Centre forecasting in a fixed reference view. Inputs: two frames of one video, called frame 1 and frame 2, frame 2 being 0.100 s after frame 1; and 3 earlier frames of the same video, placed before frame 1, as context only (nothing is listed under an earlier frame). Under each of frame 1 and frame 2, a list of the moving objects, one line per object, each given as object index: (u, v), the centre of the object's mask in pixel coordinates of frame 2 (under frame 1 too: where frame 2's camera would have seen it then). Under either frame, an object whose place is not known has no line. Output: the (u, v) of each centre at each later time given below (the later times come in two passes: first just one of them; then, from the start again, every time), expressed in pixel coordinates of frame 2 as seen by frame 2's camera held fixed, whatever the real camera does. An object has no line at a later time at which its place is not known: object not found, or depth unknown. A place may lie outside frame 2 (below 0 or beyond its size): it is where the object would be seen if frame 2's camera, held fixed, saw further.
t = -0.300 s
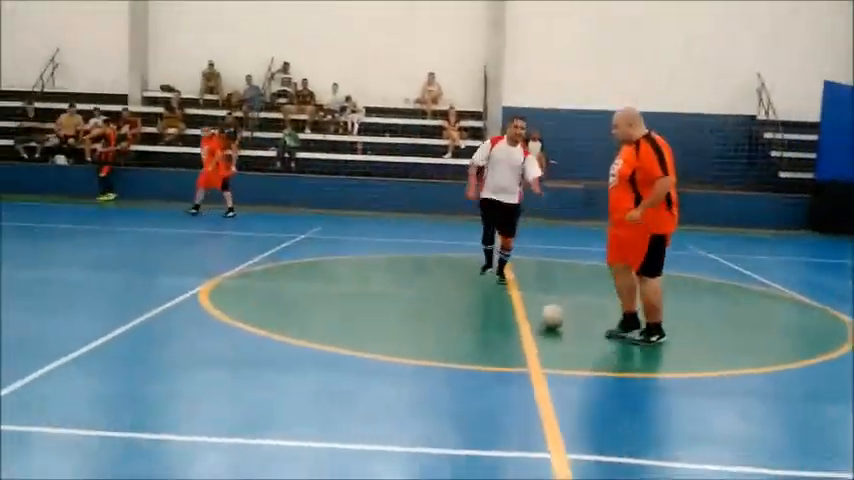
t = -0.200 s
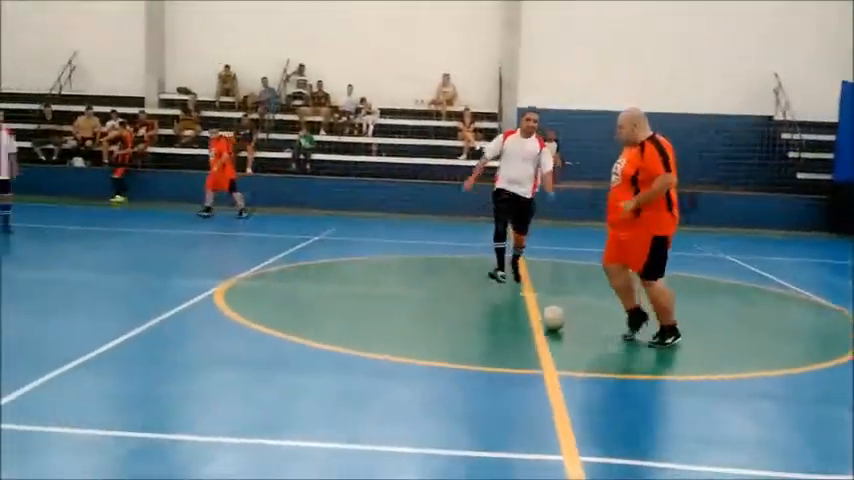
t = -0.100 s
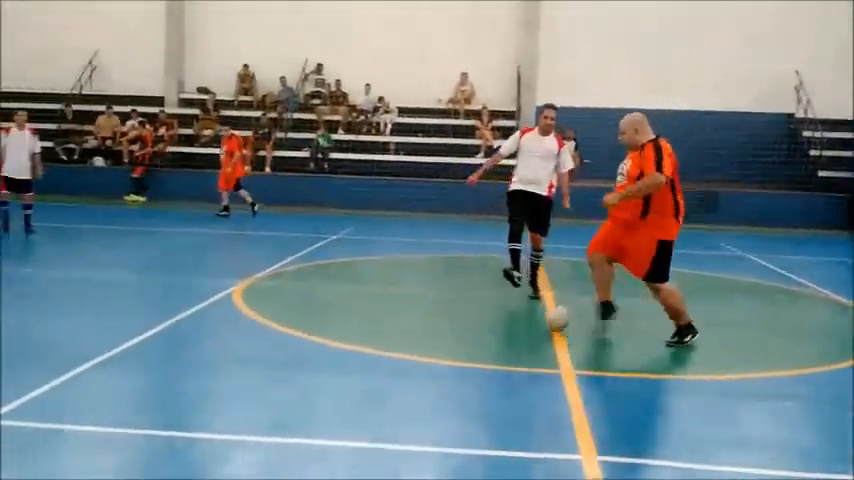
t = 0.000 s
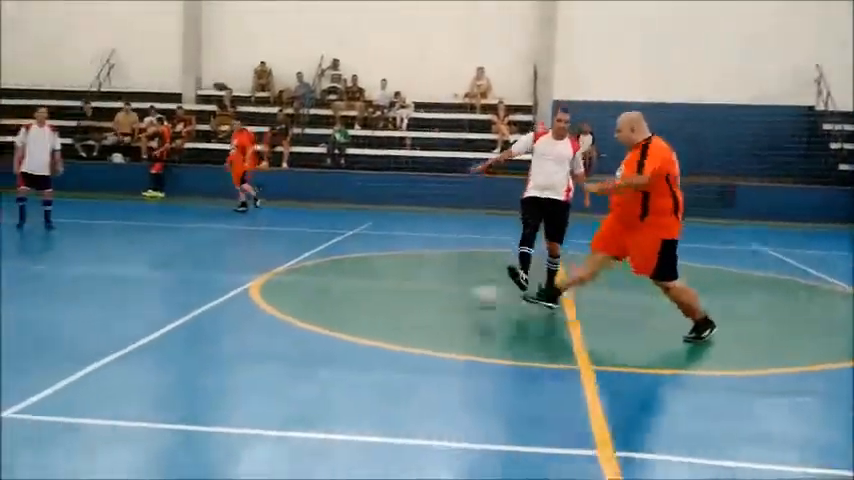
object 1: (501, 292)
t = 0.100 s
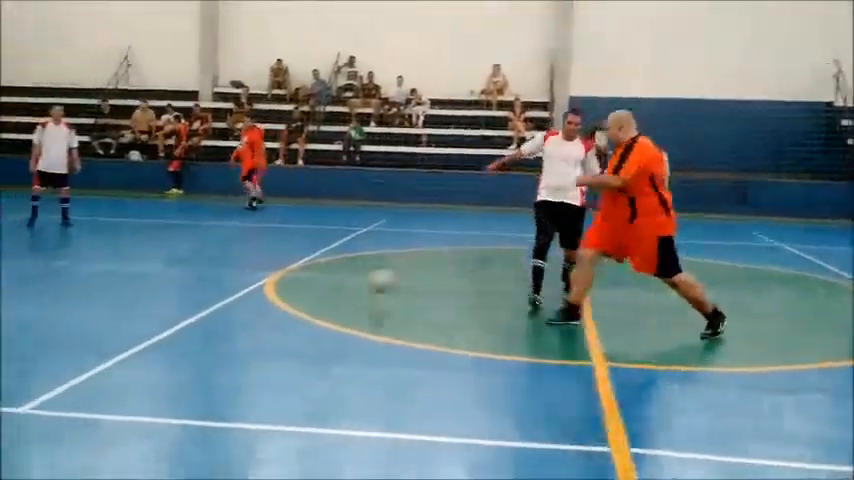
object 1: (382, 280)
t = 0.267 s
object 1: (208, 283)
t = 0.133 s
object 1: (345, 280)
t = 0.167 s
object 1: (310, 279)
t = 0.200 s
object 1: (273, 282)
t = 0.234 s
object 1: (240, 282)
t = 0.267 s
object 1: (208, 283)
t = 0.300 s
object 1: (178, 277)
